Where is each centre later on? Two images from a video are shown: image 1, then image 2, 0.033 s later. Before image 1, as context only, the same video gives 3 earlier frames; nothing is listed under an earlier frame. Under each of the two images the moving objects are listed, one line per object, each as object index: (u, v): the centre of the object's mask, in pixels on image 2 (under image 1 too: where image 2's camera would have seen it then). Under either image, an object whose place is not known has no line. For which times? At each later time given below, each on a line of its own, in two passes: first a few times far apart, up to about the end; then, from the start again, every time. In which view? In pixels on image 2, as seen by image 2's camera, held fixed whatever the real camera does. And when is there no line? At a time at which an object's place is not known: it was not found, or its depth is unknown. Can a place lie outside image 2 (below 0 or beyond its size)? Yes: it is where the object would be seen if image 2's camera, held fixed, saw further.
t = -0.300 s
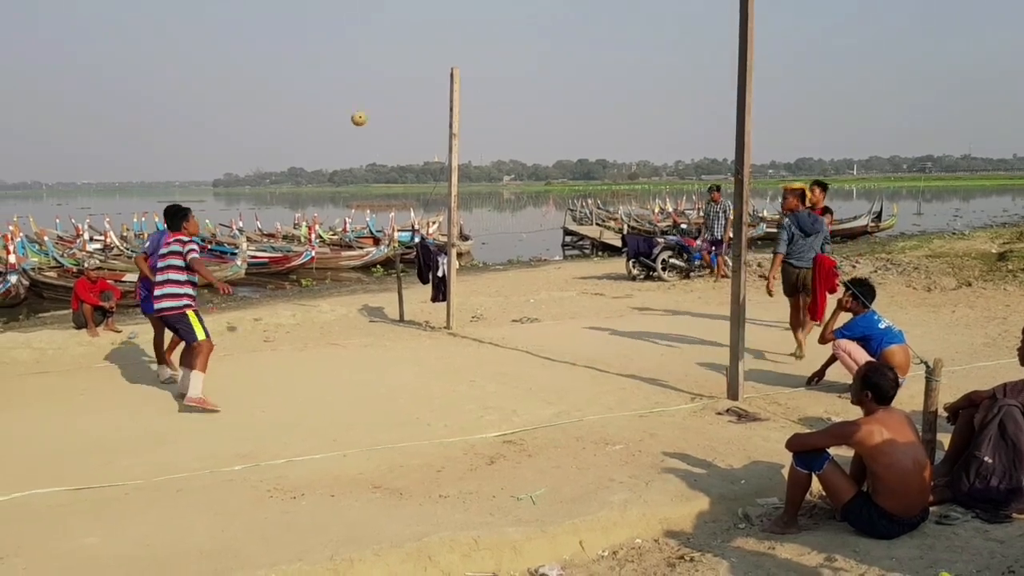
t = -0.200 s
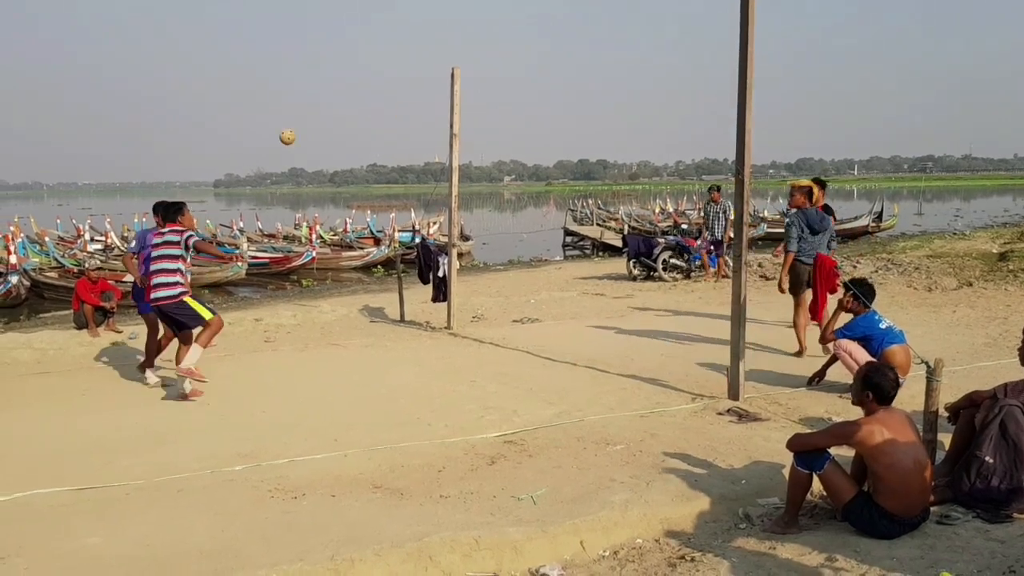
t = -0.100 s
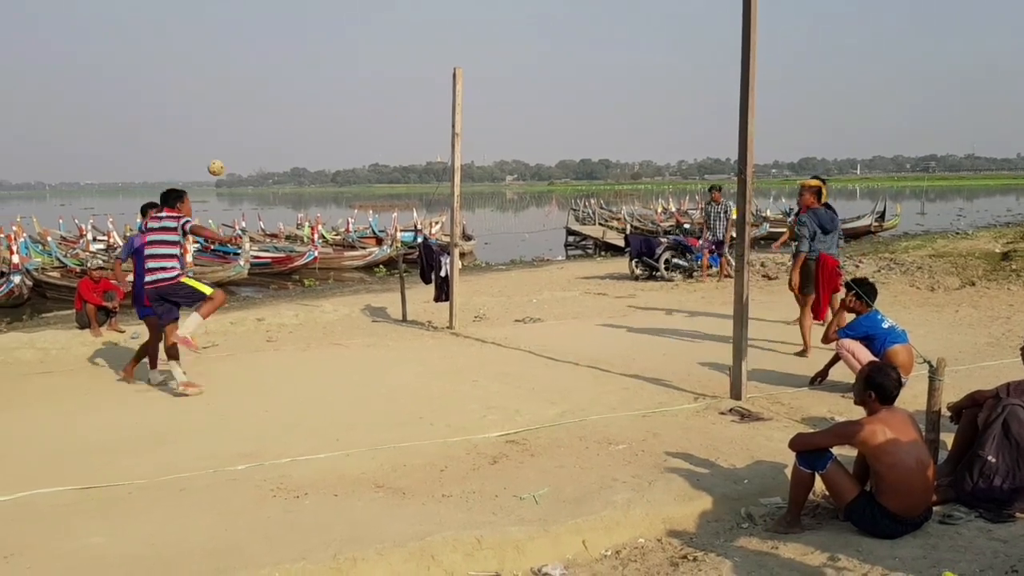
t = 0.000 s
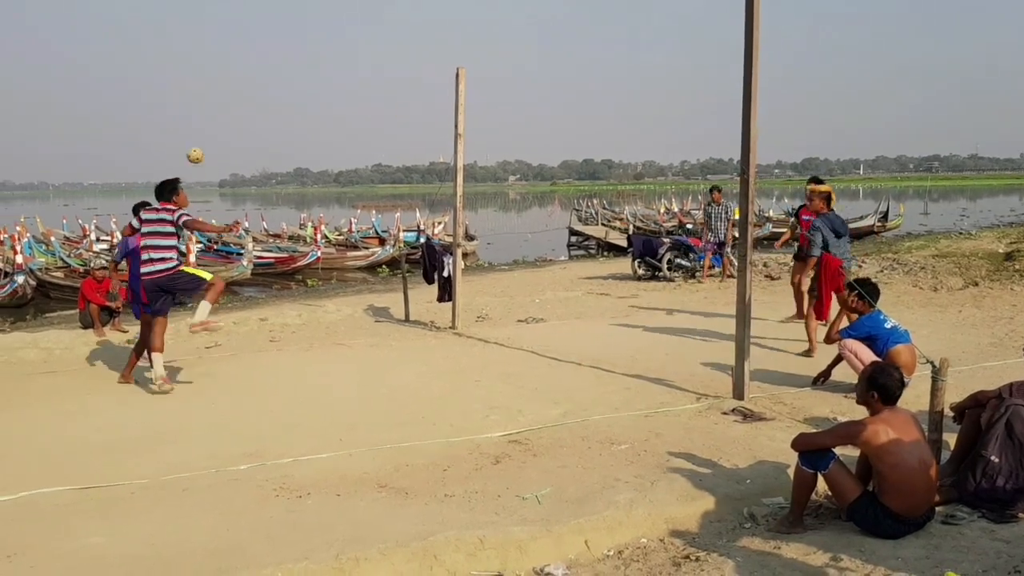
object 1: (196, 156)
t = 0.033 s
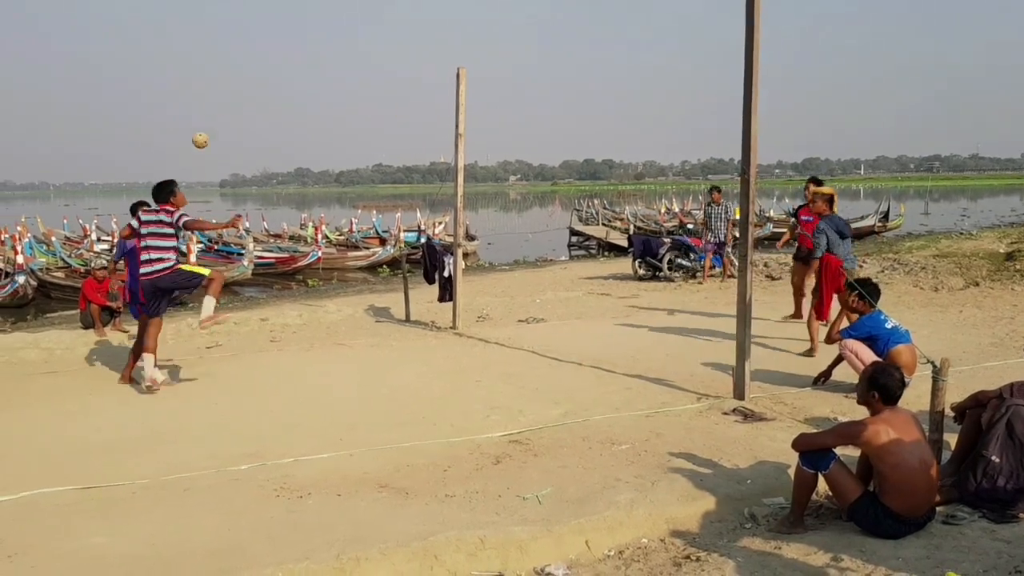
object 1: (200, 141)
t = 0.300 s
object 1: (239, 67)
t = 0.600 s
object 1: (285, 86)
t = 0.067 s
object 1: (205, 127)
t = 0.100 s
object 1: (210, 114)
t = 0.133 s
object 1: (214, 103)
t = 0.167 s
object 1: (219, 93)
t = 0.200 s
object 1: (224, 85)
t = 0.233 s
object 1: (229, 78)
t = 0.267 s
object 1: (234, 72)
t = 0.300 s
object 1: (239, 67)
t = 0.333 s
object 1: (244, 64)
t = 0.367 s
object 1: (249, 63)
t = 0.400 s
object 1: (254, 62)
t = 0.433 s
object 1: (259, 63)
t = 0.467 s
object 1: (264, 65)
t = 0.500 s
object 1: (269, 69)
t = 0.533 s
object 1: (275, 73)
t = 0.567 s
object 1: (280, 79)
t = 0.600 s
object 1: (285, 86)
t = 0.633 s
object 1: (290, 95)
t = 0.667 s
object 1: (295, 104)
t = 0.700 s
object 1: (301, 115)
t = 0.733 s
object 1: (306, 127)
